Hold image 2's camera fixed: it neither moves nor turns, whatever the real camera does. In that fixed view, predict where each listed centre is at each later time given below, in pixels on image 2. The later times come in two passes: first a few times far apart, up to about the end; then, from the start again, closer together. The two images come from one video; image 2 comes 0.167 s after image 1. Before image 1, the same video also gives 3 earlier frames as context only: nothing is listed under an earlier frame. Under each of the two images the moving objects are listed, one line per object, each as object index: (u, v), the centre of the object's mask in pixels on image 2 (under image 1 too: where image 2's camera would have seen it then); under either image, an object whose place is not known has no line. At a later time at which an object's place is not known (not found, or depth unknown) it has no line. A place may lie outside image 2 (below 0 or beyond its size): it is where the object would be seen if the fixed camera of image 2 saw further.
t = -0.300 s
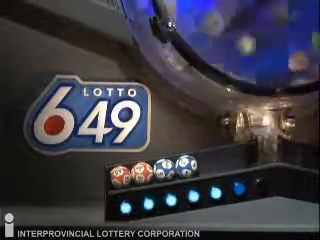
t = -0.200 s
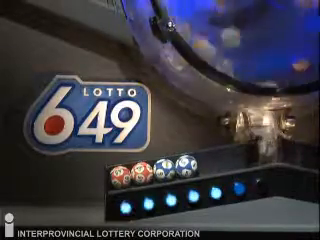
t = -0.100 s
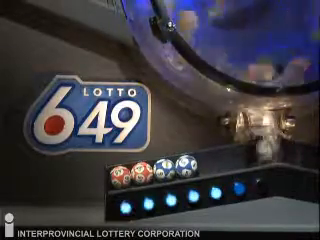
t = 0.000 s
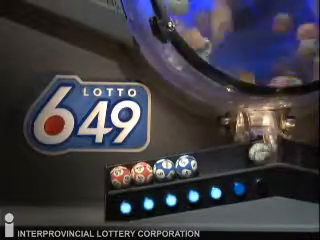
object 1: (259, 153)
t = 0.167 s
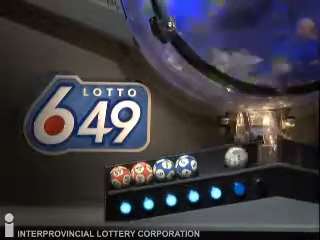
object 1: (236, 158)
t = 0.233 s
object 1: (223, 160)
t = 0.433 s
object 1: (208, 163)
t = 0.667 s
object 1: (208, 163)
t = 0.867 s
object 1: (208, 163)
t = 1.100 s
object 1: (208, 163)
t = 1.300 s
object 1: (208, 163)
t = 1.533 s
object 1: (208, 163)
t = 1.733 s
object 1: (208, 163)
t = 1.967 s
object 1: (208, 163)
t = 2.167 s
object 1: (208, 163)
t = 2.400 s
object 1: (208, 163)
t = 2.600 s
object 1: (208, 163)
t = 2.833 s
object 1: (208, 163)
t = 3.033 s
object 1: (208, 163)
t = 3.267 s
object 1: (208, 163)
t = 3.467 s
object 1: (208, 163)
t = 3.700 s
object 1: (208, 163)
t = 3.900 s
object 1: (208, 163)
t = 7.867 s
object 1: (206, 162)
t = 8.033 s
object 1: (206, 163)
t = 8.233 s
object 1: (206, 163)
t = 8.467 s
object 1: (206, 163)
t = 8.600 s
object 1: (206, 163)
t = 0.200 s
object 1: (230, 159)
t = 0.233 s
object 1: (223, 160)
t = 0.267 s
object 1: (216, 161)
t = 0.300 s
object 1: (210, 162)
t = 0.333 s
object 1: (208, 163)
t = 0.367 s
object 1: (208, 162)
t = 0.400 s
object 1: (208, 163)
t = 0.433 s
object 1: (208, 163)
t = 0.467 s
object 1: (208, 163)
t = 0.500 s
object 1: (208, 163)
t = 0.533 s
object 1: (208, 163)
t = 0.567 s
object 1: (208, 163)
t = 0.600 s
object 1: (208, 163)
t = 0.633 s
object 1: (208, 163)
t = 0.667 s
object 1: (208, 163)
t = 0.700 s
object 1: (208, 163)
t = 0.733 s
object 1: (208, 163)
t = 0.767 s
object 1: (208, 163)
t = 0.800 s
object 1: (208, 163)
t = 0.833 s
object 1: (208, 163)
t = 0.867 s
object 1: (208, 163)
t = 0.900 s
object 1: (208, 163)
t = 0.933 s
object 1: (208, 163)
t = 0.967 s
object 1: (208, 163)
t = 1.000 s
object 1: (208, 163)
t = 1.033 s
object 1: (208, 163)
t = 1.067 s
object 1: (208, 163)
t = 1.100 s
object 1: (208, 163)
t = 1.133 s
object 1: (208, 163)
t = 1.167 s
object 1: (208, 163)
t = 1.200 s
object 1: (208, 163)
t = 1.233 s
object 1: (208, 163)
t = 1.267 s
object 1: (208, 163)
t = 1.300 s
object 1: (208, 163)
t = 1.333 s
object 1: (208, 163)
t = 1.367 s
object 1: (208, 163)
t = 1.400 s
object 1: (208, 163)
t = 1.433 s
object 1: (208, 163)
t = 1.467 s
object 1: (208, 163)
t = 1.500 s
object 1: (208, 163)
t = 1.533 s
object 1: (208, 163)
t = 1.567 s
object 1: (208, 163)
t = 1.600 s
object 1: (208, 163)
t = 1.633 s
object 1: (208, 163)
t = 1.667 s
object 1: (208, 163)
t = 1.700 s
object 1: (208, 163)
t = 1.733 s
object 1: (208, 163)
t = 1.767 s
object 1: (208, 163)
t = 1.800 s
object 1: (208, 163)
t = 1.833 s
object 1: (208, 163)
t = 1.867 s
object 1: (208, 163)
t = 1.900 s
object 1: (208, 163)
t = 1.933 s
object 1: (208, 163)
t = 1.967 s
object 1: (208, 163)
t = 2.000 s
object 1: (208, 163)
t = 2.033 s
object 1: (208, 163)
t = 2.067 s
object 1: (208, 163)
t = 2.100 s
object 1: (208, 163)
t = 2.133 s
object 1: (208, 163)
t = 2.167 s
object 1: (208, 163)
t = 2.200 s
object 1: (208, 163)
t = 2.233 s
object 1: (208, 163)
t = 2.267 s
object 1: (208, 163)
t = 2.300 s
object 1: (208, 163)
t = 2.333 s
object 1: (208, 163)
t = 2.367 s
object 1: (208, 163)
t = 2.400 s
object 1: (208, 163)
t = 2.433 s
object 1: (208, 163)
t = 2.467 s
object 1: (208, 163)
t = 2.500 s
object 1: (208, 163)
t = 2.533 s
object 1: (208, 163)
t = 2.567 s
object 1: (208, 163)
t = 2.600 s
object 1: (208, 163)
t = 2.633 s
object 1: (208, 163)
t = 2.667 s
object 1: (208, 163)
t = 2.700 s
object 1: (208, 163)
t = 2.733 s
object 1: (208, 163)
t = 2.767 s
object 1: (208, 163)
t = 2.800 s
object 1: (208, 163)
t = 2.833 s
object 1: (208, 163)
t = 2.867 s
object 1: (208, 163)
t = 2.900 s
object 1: (208, 163)
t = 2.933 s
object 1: (208, 163)
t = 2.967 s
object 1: (208, 163)
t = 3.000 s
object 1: (208, 163)
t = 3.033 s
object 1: (208, 163)
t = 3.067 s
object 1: (208, 163)
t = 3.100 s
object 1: (208, 163)
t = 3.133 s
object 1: (208, 163)
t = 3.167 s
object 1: (208, 163)
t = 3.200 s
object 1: (208, 163)
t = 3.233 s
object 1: (208, 163)
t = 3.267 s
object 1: (208, 163)
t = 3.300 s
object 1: (208, 163)
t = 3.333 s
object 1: (208, 163)
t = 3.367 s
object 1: (208, 163)
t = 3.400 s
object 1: (208, 163)
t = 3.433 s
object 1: (208, 163)
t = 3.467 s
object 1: (208, 163)
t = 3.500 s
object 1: (208, 163)
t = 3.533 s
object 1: (208, 163)
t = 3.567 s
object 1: (208, 163)
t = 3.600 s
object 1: (208, 163)
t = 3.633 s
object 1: (208, 163)
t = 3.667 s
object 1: (208, 163)
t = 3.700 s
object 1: (208, 163)
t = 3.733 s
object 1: (208, 163)
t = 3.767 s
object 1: (208, 163)
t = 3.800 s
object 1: (208, 163)
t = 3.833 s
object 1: (208, 163)
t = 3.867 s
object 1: (208, 163)
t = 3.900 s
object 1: (208, 163)
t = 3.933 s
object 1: (208, 163)
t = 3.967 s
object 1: (208, 163)
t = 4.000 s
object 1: (208, 163)
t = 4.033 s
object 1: (208, 163)
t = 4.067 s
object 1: (208, 163)
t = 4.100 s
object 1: (208, 163)
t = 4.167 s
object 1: (208, 163)
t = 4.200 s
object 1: (208, 163)
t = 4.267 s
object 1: (208, 163)
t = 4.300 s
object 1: (208, 163)
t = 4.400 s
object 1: (208, 163)
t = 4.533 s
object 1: (208, 163)
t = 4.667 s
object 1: (208, 163)
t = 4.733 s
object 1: (208, 163)
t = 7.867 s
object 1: (206, 162)
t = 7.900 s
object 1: (206, 162)
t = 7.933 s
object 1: (206, 162)
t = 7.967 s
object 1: (206, 163)
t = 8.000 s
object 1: (206, 162)
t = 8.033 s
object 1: (206, 163)
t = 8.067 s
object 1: (206, 162)
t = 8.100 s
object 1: (206, 163)
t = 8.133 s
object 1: (206, 162)
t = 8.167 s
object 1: (206, 162)
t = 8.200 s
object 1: (206, 162)
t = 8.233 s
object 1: (206, 163)
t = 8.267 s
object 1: (206, 162)
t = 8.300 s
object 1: (206, 163)
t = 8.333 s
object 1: (206, 163)
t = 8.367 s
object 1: (206, 163)
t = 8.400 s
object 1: (206, 163)
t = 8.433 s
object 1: (206, 162)
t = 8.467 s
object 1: (206, 163)
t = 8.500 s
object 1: (206, 162)
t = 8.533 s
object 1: (206, 163)
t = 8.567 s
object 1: (206, 163)
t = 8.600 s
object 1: (206, 163)
